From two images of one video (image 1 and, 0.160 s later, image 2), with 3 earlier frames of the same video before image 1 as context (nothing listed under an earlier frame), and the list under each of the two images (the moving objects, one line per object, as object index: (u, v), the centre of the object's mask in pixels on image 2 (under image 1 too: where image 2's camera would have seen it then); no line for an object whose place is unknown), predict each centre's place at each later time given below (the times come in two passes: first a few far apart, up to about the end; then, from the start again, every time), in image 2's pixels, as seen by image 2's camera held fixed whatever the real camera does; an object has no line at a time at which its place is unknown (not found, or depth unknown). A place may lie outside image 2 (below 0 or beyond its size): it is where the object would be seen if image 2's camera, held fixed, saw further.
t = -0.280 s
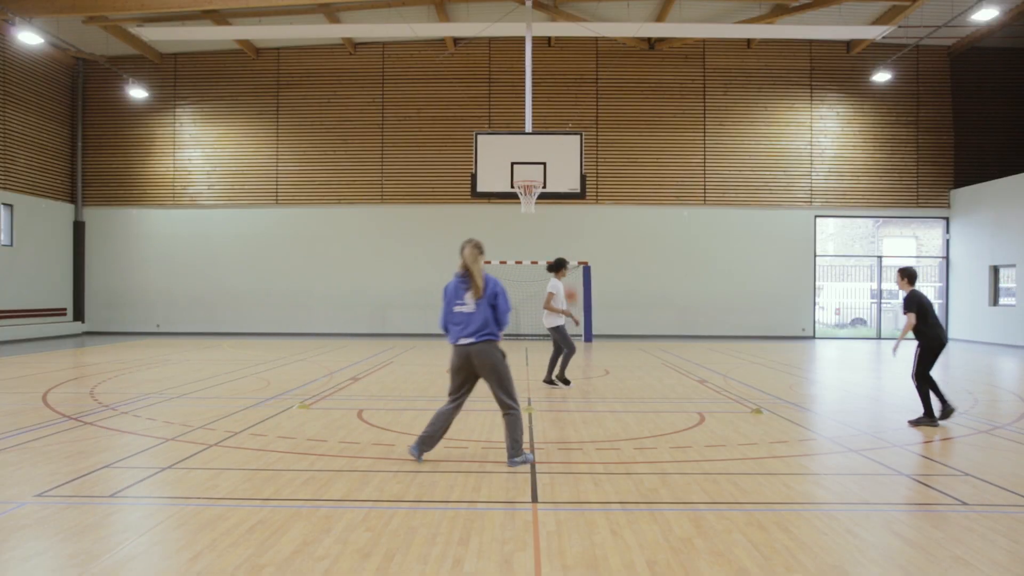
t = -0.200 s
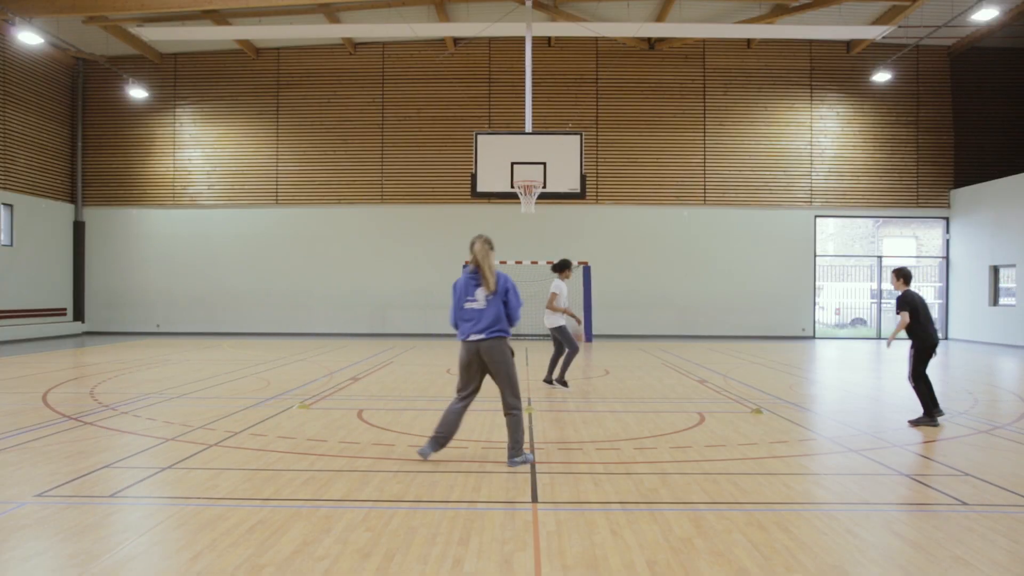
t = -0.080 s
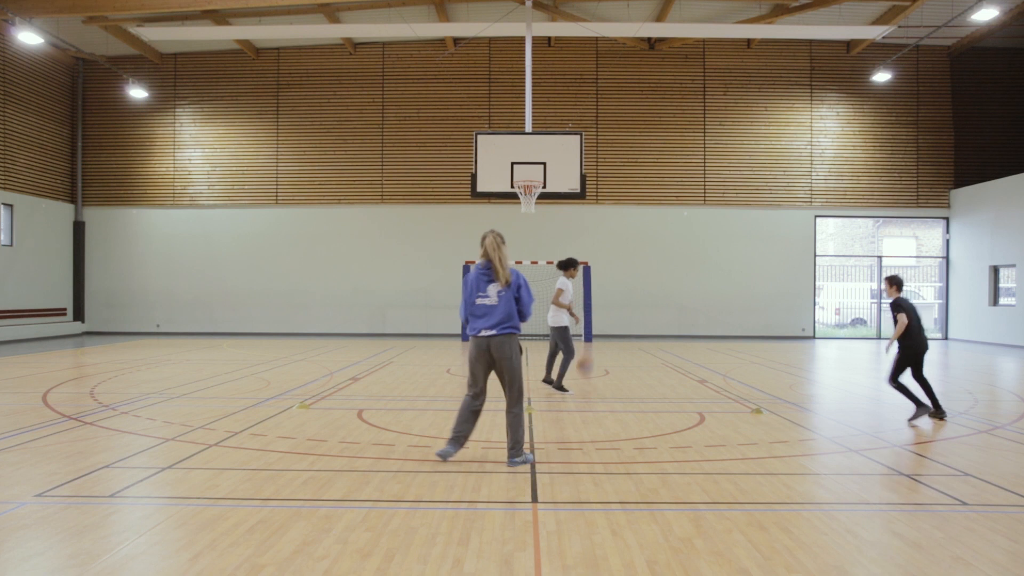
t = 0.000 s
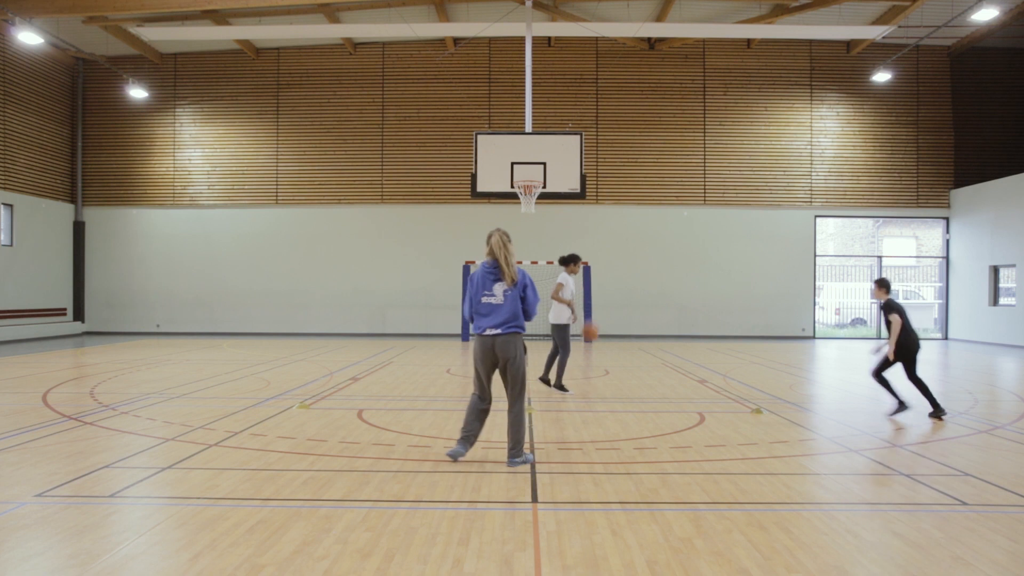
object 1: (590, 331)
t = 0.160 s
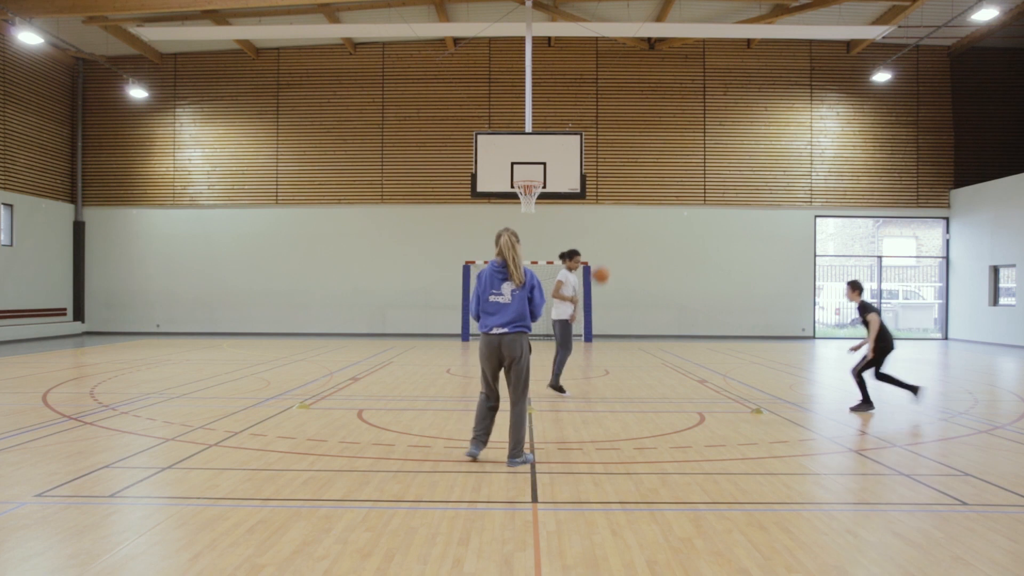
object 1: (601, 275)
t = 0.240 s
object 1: (605, 253)
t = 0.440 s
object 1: (619, 218)
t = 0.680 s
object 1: (637, 218)
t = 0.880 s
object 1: (654, 259)
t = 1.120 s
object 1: (675, 371)
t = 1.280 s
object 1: (694, 373)
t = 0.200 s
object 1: (603, 263)
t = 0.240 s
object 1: (605, 253)
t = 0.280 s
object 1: (608, 244)
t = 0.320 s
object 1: (611, 235)
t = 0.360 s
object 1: (614, 229)
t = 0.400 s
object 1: (616, 223)
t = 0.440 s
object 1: (619, 218)
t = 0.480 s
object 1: (622, 214)
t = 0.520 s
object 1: (625, 212)
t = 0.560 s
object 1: (628, 212)
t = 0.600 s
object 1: (631, 212)
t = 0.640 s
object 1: (634, 214)
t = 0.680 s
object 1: (637, 218)
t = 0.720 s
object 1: (640, 224)
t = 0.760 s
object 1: (644, 230)
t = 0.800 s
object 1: (647, 238)
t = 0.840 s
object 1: (651, 247)
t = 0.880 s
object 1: (654, 259)
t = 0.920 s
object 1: (657, 273)
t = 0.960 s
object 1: (661, 288)
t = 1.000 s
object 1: (665, 306)
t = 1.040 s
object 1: (668, 326)
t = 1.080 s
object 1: (672, 346)
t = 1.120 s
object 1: (675, 371)
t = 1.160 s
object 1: (679, 394)
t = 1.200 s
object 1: (684, 409)
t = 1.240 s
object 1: (689, 390)
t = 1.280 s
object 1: (694, 373)
